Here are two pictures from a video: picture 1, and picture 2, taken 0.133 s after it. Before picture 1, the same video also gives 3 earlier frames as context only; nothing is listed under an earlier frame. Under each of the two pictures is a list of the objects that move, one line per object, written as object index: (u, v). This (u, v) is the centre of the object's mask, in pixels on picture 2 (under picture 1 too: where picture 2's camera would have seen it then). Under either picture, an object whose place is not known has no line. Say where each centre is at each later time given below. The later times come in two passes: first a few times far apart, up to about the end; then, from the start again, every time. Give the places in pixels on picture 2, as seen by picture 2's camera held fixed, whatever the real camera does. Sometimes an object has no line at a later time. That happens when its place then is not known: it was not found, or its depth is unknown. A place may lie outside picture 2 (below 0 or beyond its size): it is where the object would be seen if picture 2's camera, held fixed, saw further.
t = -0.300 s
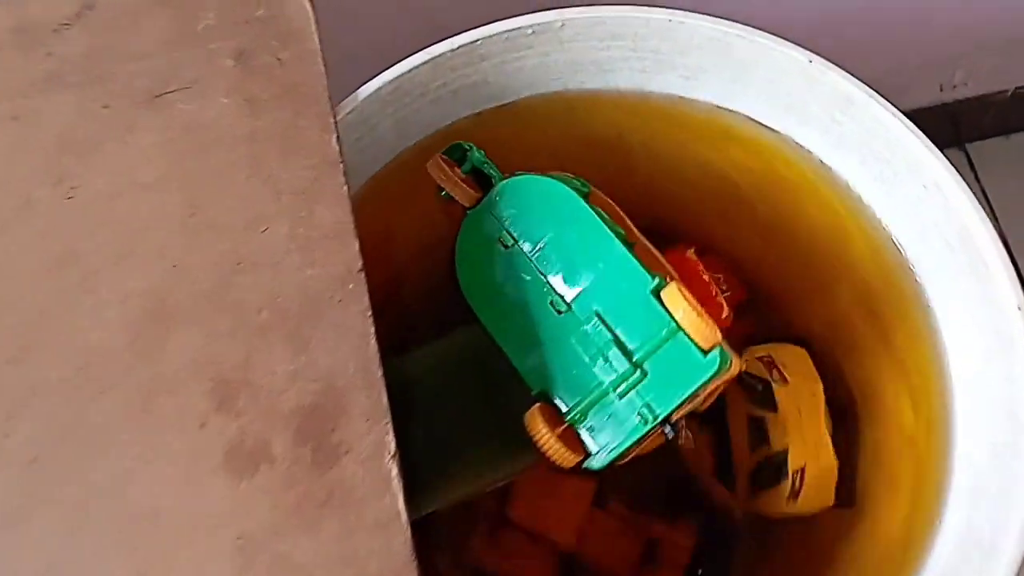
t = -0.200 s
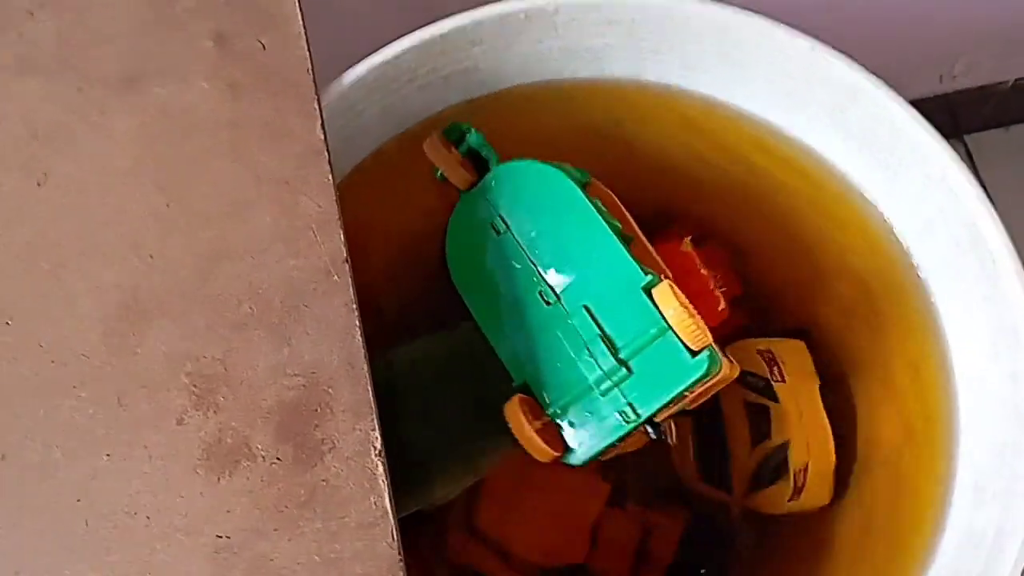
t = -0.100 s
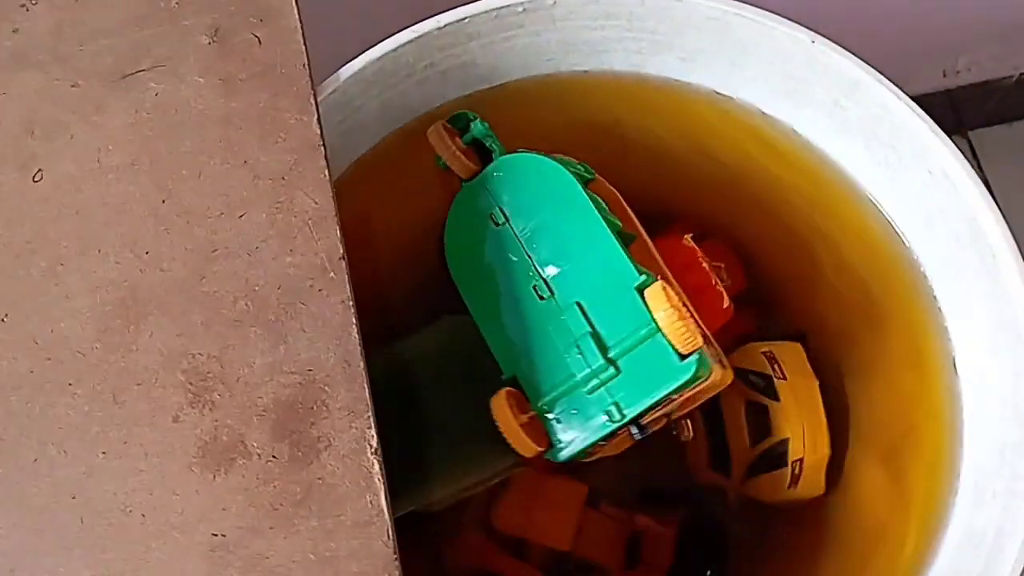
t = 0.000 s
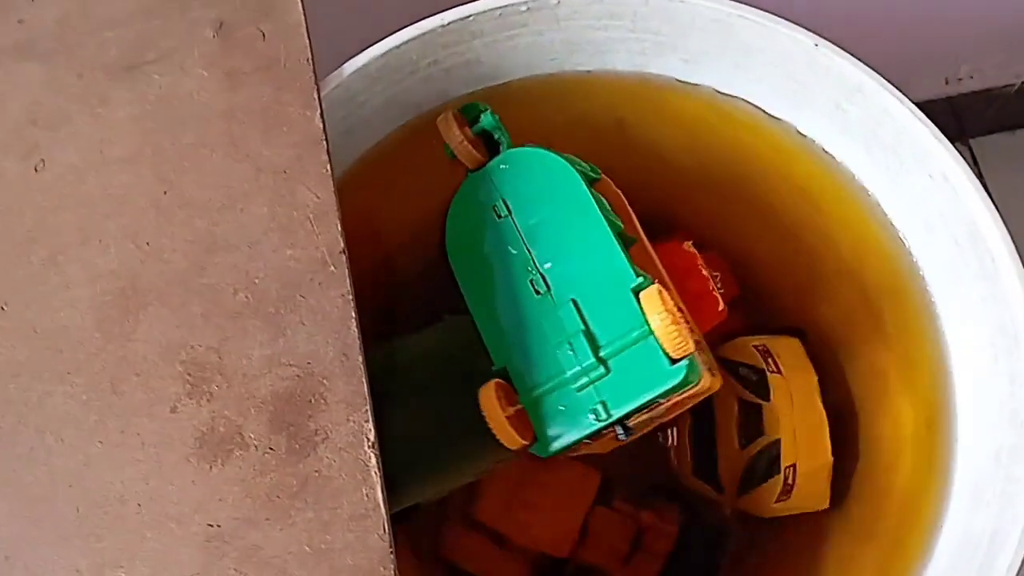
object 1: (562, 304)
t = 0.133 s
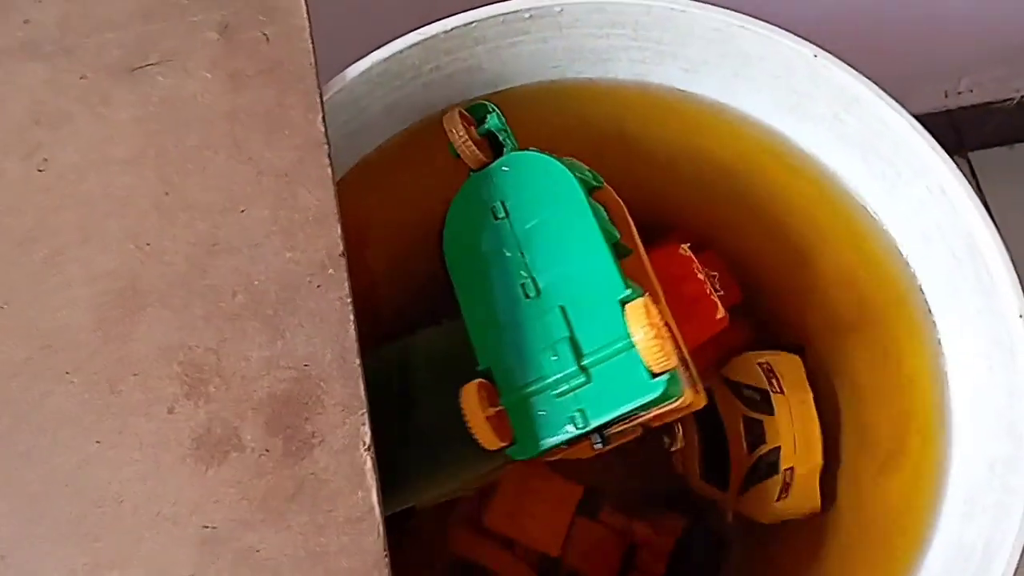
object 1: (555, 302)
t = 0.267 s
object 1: (551, 302)
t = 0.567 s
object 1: (547, 294)
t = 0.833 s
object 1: (544, 290)
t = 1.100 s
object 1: (548, 288)
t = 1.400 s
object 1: (549, 289)
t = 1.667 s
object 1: (550, 290)
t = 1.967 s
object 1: (549, 293)
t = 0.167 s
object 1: (554, 303)
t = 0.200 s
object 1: (553, 303)
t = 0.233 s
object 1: (552, 302)
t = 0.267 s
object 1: (551, 302)
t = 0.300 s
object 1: (551, 302)
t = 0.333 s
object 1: (550, 300)
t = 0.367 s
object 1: (549, 298)
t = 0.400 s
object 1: (548, 297)
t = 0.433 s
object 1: (548, 296)
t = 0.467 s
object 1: (548, 295)
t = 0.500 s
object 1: (548, 295)
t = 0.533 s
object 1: (548, 295)
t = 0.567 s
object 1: (547, 294)
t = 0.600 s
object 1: (547, 294)
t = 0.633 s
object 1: (546, 292)
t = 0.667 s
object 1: (546, 292)
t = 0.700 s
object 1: (545, 292)
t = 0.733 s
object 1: (545, 291)
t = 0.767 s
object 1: (545, 291)
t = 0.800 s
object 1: (545, 291)
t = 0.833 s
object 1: (544, 290)
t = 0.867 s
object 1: (545, 290)
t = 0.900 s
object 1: (546, 289)
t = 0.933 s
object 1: (546, 289)
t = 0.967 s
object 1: (547, 288)
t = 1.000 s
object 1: (547, 288)
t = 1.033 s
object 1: (547, 288)
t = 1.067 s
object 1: (547, 288)
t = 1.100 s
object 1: (548, 288)
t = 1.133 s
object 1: (548, 288)
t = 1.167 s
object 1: (547, 288)
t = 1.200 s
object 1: (547, 288)
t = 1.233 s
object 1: (548, 288)
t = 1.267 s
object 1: (548, 288)
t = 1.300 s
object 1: (548, 288)
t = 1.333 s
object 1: (548, 288)
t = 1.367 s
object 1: (549, 289)
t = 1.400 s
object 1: (549, 289)
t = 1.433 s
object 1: (549, 289)
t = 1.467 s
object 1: (549, 289)
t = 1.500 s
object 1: (549, 289)
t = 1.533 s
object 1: (549, 289)
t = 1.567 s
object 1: (549, 289)
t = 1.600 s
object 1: (550, 290)
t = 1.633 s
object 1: (549, 290)
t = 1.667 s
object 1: (550, 290)
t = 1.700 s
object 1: (550, 290)
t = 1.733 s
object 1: (550, 290)
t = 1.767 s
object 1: (550, 290)
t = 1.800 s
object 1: (550, 291)
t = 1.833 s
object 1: (550, 291)
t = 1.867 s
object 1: (550, 291)
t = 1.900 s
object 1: (550, 292)
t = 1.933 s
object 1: (549, 292)
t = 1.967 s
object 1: (549, 293)
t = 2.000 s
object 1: (549, 293)
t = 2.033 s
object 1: (548, 293)
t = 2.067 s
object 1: (548, 293)
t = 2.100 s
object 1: (548, 293)
